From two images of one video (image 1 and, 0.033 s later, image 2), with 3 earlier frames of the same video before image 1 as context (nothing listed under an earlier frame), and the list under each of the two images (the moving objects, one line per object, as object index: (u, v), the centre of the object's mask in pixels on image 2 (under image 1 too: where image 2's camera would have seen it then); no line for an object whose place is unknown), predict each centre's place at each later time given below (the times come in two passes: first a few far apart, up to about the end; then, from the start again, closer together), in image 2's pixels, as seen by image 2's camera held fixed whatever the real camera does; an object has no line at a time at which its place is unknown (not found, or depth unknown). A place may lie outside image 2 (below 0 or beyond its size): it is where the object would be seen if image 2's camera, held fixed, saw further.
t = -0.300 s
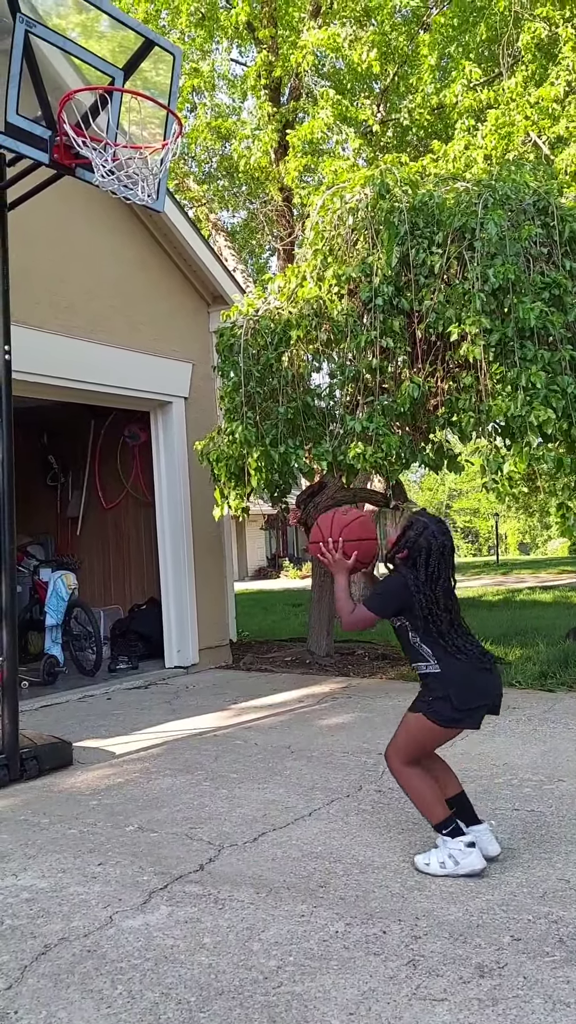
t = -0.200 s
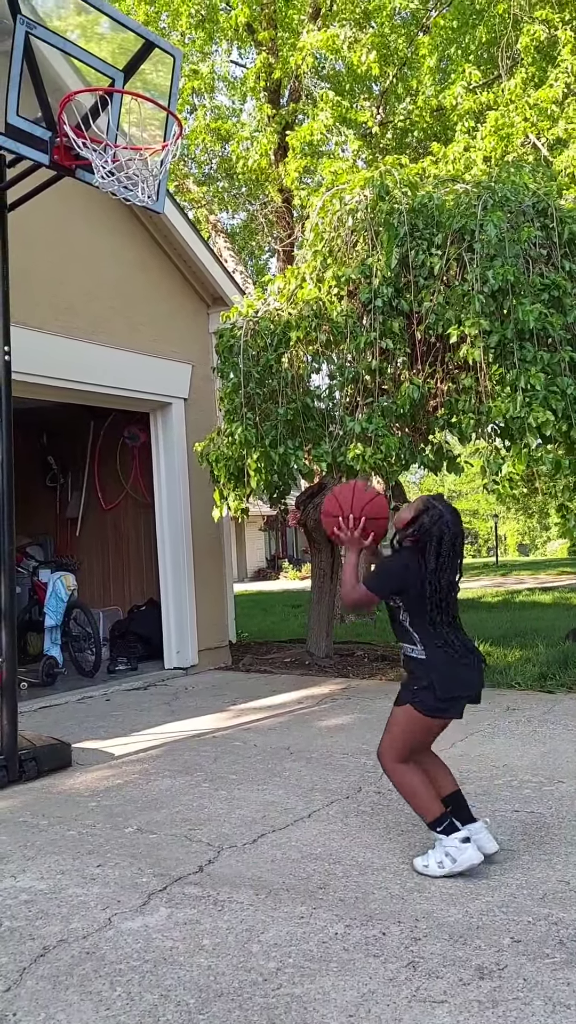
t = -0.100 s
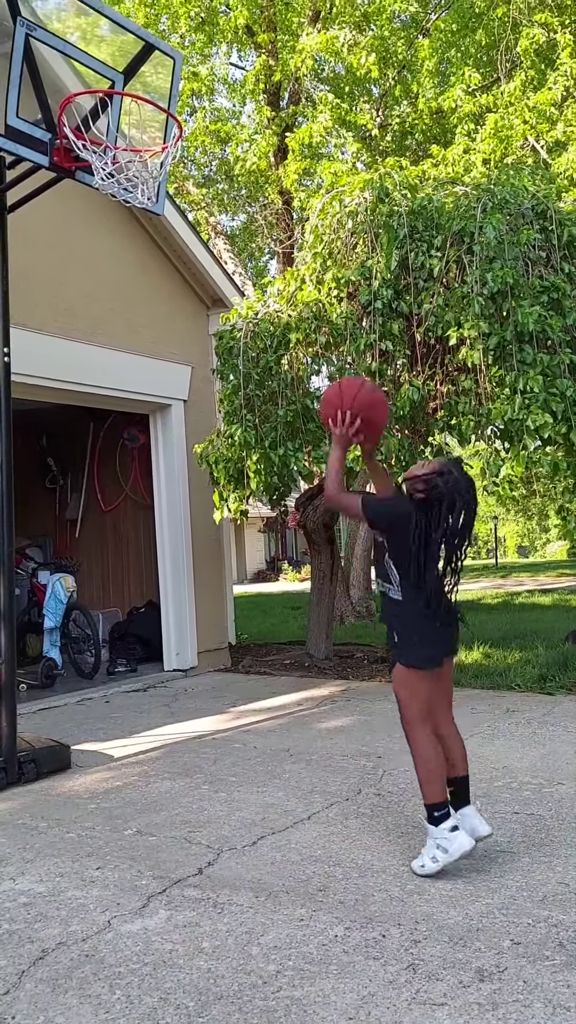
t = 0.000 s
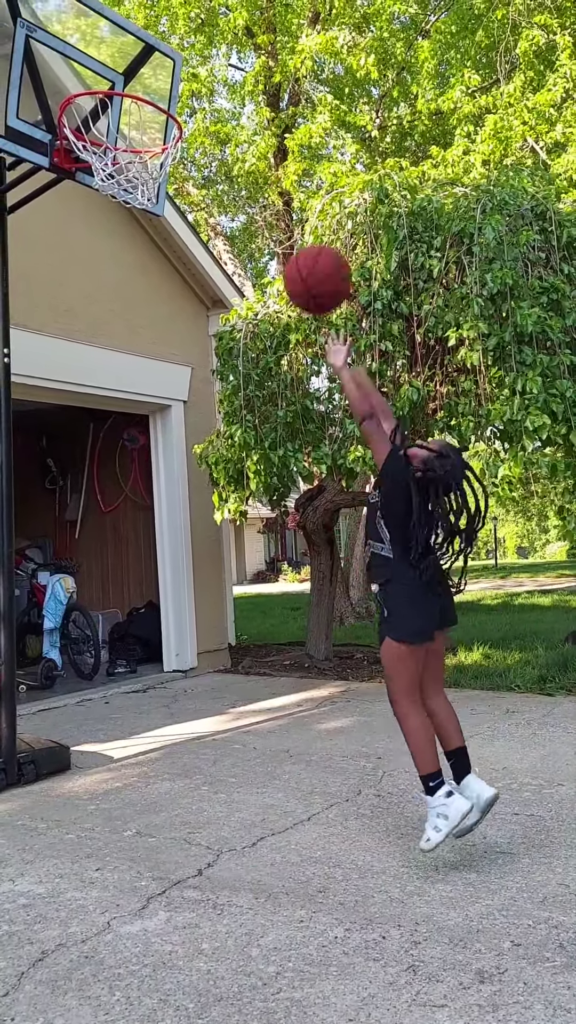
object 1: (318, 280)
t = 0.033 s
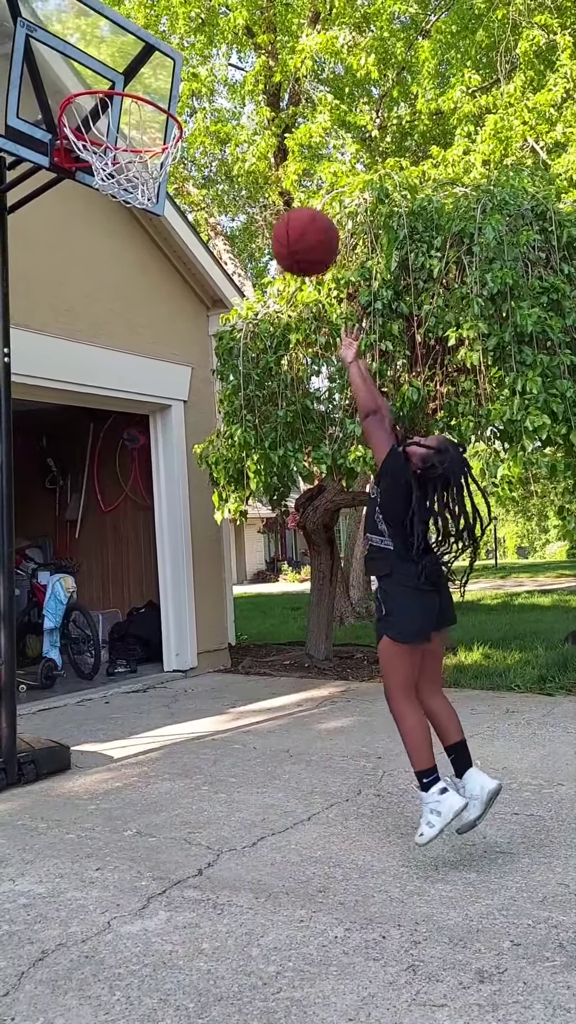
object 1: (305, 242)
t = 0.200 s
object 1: (246, 110)
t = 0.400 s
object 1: (184, 60)
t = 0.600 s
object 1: (149, 104)
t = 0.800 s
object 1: (158, 236)
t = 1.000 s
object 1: (175, 494)
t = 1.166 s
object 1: (197, 823)
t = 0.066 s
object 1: (292, 209)
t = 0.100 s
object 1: (280, 179)
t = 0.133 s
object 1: (268, 152)
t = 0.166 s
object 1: (258, 130)
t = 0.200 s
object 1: (246, 110)
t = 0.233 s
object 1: (235, 94)
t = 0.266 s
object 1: (224, 81)
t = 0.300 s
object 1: (214, 71)
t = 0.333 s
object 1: (203, 65)
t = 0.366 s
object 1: (193, 61)
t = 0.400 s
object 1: (184, 60)
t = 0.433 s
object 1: (174, 61)
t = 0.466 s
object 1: (165, 67)
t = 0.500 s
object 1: (156, 76)
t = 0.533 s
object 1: (149, 86)
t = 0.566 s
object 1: (148, 94)
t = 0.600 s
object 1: (149, 104)
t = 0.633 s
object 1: (150, 119)
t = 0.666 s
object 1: (151, 135)
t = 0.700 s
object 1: (152, 155)
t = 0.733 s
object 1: (154, 180)
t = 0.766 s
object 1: (155, 206)
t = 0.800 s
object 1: (158, 236)
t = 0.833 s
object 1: (160, 270)
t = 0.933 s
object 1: (169, 394)
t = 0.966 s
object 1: (172, 442)
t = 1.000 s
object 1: (175, 494)
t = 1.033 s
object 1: (179, 550)
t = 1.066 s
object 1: (183, 611)
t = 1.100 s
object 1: (187, 676)
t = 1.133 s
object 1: (192, 747)
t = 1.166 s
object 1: (197, 823)
